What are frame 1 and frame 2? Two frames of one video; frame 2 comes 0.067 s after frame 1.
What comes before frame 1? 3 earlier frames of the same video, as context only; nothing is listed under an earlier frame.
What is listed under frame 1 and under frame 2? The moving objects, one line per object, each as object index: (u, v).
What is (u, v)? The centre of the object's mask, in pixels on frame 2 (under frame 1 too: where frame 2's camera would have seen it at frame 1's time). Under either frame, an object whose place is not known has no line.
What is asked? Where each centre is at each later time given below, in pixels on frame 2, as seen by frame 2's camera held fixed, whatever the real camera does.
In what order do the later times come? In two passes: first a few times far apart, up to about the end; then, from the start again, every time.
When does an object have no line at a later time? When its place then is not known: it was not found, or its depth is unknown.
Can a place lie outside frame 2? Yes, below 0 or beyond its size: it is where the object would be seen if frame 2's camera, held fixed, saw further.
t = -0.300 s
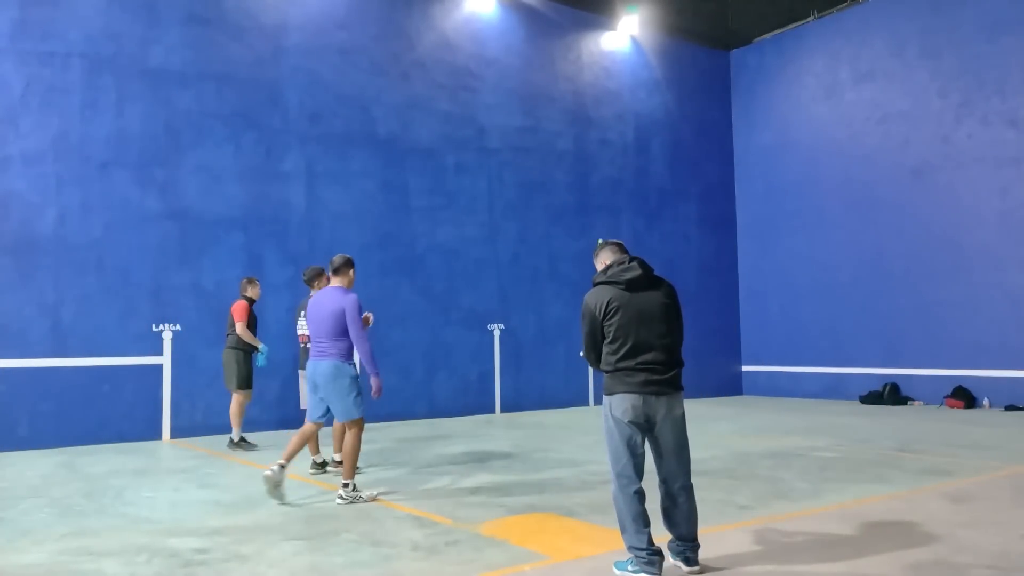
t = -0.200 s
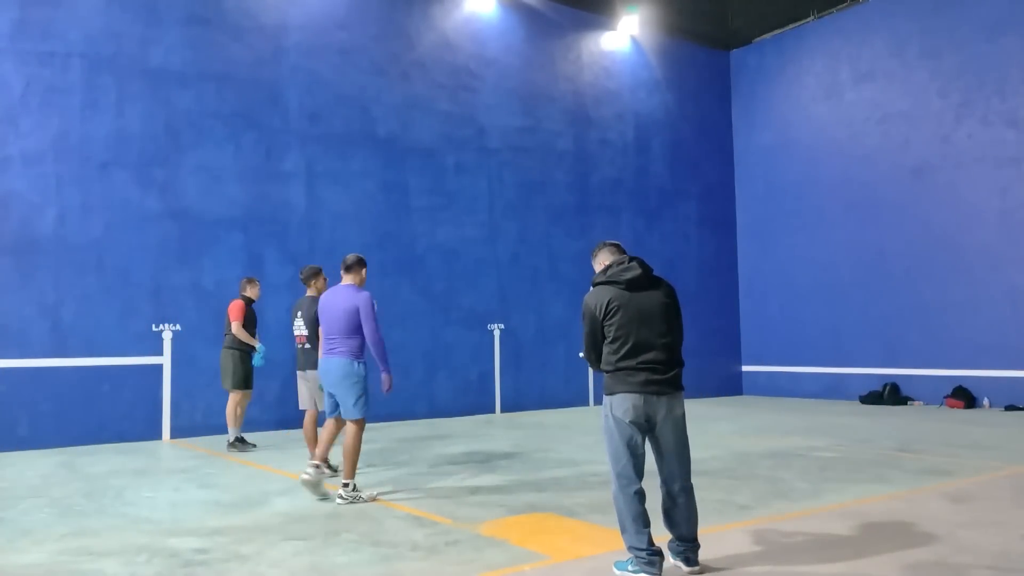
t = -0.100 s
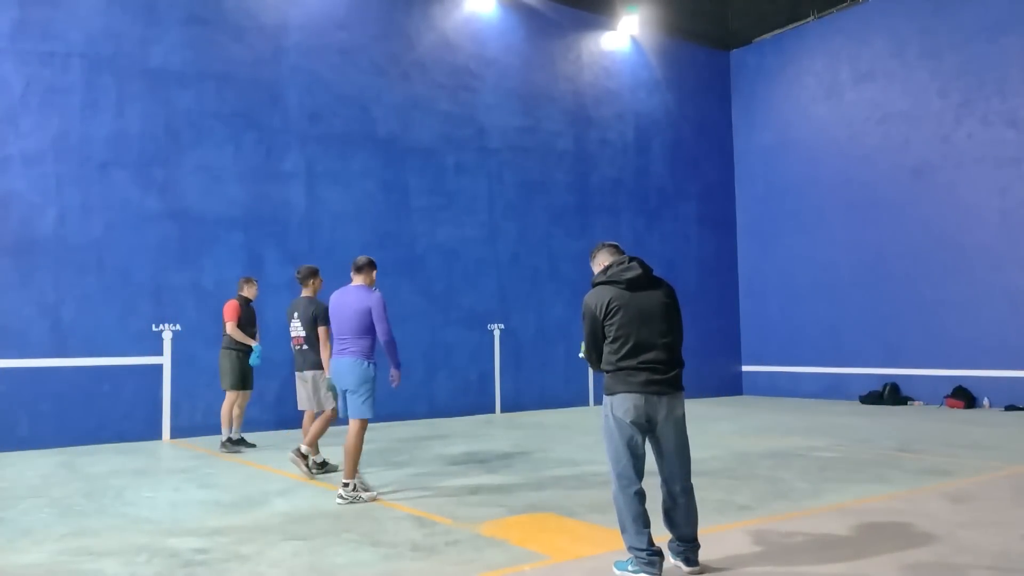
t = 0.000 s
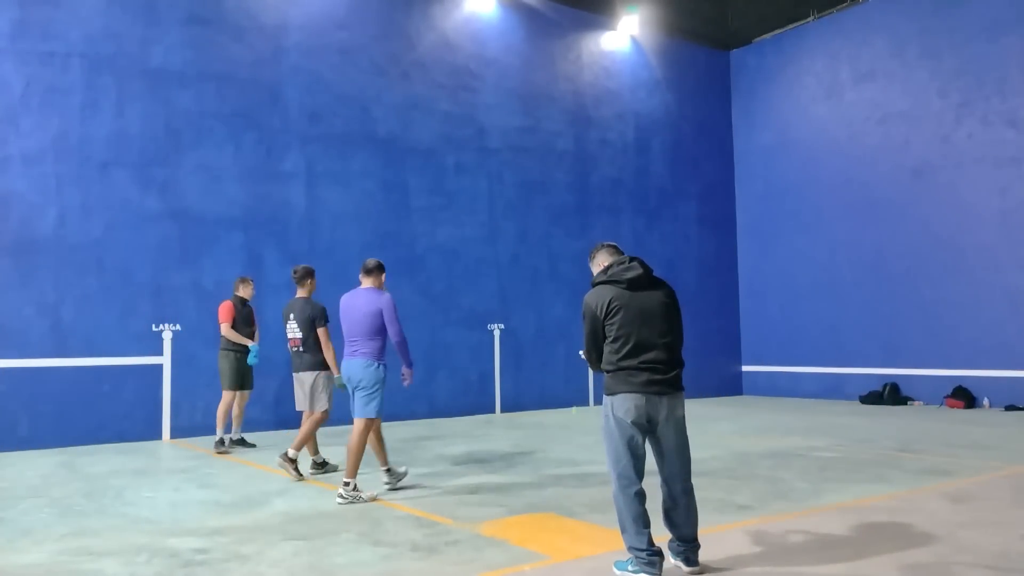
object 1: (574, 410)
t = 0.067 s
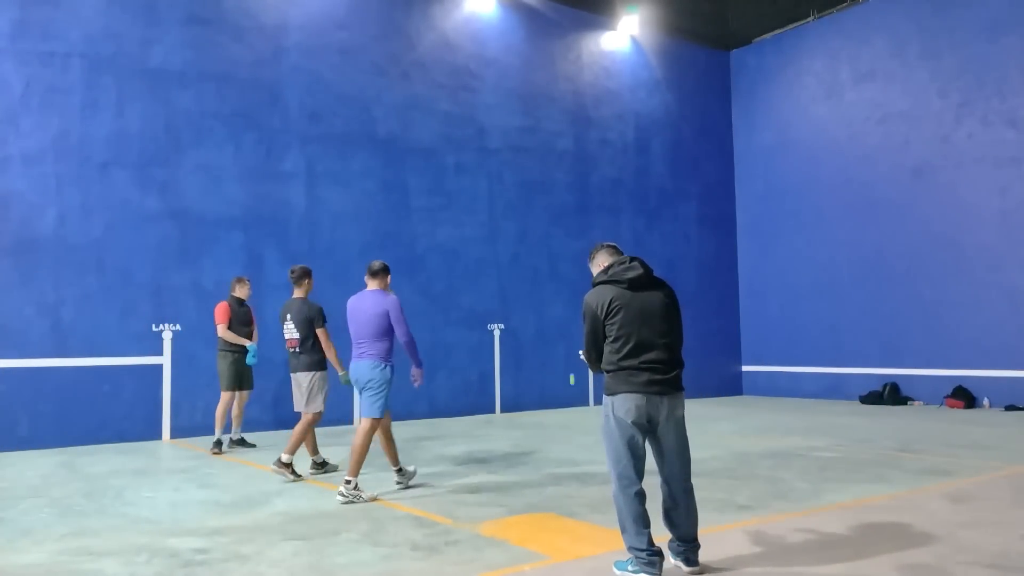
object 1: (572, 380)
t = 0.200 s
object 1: (567, 321)
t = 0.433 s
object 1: (561, 247)
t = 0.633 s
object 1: (556, 204)
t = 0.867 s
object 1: (549, 189)
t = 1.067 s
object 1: (544, 208)
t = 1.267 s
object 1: (540, 264)
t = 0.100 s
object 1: (570, 364)
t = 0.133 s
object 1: (570, 349)
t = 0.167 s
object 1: (568, 334)
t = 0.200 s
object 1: (567, 321)
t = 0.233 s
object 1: (567, 307)
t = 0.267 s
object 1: (565, 295)
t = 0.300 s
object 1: (564, 283)
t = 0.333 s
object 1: (563, 274)
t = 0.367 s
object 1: (562, 264)
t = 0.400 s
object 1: (562, 252)
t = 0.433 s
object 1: (561, 247)
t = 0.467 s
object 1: (560, 238)
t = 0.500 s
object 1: (559, 230)
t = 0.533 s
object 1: (558, 223)
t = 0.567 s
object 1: (558, 216)
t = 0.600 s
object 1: (557, 210)
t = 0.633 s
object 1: (556, 204)
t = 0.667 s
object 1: (554, 200)
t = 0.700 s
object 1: (553, 196)
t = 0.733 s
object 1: (552, 193)
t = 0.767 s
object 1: (551, 191)
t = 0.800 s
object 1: (551, 189)
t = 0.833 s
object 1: (550, 189)
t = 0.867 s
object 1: (549, 189)
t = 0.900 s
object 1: (548, 190)
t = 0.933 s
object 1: (547, 192)
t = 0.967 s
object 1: (546, 195)
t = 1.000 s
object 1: (546, 198)
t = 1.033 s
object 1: (545, 203)
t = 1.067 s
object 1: (544, 208)
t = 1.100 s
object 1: (544, 215)
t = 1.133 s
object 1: (543, 223)
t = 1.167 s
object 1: (542, 232)
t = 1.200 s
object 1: (541, 242)
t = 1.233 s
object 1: (541, 252)
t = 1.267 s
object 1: (540, 264)
